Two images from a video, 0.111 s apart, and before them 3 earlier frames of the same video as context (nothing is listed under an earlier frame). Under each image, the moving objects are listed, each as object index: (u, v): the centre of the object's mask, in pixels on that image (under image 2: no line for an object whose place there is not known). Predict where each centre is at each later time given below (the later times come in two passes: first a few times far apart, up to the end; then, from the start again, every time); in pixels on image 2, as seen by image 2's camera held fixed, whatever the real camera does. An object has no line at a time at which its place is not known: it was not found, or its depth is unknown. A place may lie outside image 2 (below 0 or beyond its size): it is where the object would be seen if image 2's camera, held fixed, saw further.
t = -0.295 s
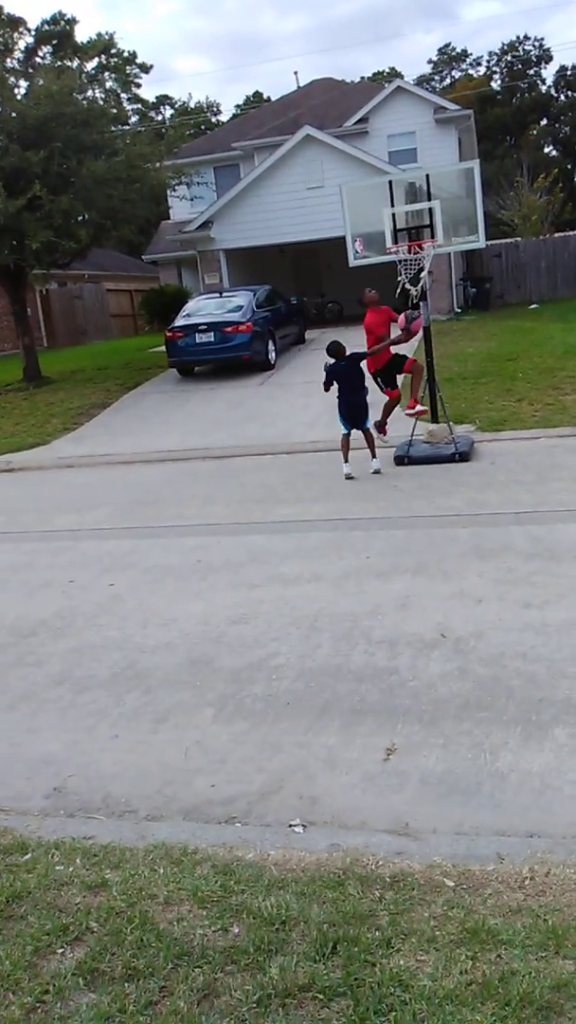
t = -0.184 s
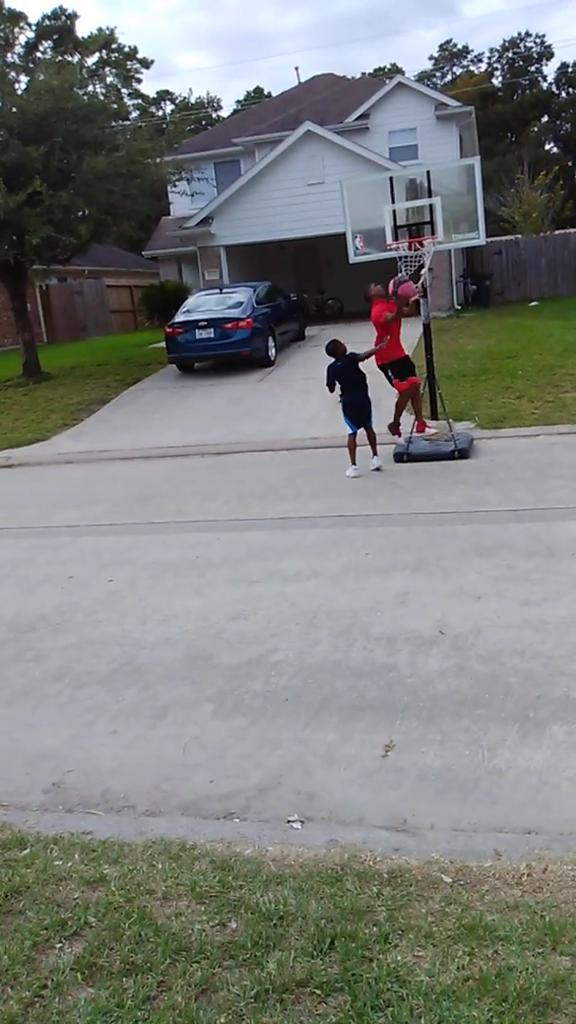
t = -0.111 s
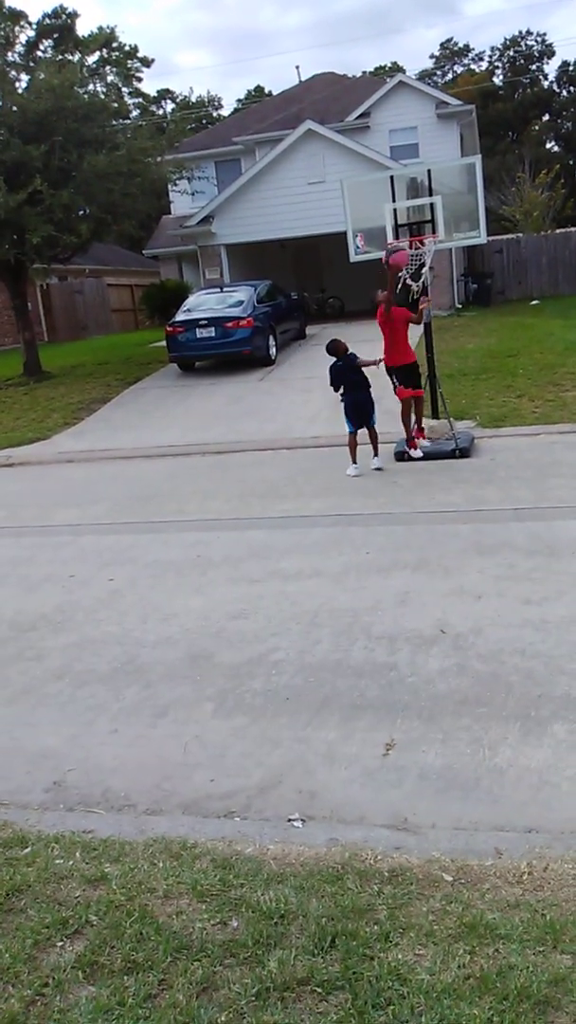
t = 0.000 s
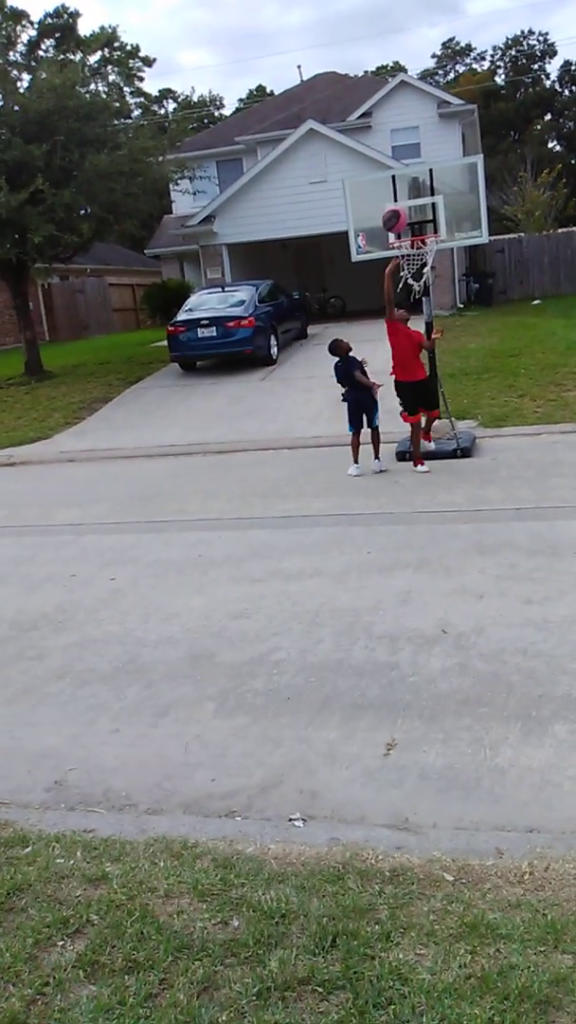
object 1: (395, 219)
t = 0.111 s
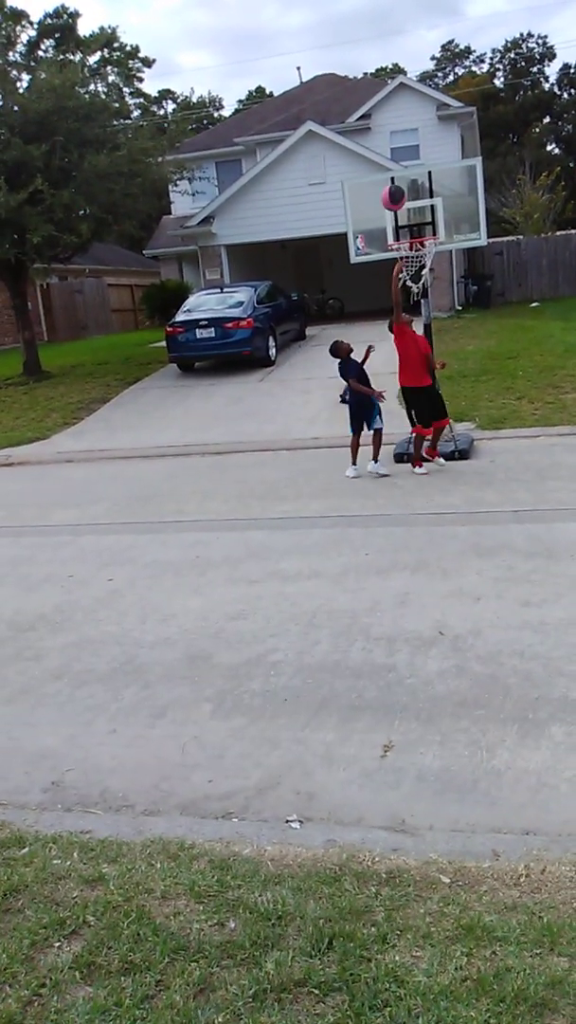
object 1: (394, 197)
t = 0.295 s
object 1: (395, 189)
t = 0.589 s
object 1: (392, 223)
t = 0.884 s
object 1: (357, 215)
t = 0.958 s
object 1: (349, 226)
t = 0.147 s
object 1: (394, 192)
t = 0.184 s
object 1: (394, 189)
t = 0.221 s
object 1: (394, 188)
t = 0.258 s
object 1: (395, 188)
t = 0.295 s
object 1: (395, 189)
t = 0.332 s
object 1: (396, 191)
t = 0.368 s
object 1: (396, 195)
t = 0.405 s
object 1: (397, 201)
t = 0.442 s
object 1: (398, 208)
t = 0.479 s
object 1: (398, 216)
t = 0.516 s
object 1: (398, 225)
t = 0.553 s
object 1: (396, 231)
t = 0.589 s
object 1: (392, 223)
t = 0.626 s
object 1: (387, 217)
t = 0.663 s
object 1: (383, 213)
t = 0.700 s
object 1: (378, 209)
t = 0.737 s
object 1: (374, 208)
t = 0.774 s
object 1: (369, 207)
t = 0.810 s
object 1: (365, 208)
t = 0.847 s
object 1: (361, 211)
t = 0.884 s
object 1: (357, 215)
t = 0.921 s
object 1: (353, 220)
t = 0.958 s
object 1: (349, 226)
